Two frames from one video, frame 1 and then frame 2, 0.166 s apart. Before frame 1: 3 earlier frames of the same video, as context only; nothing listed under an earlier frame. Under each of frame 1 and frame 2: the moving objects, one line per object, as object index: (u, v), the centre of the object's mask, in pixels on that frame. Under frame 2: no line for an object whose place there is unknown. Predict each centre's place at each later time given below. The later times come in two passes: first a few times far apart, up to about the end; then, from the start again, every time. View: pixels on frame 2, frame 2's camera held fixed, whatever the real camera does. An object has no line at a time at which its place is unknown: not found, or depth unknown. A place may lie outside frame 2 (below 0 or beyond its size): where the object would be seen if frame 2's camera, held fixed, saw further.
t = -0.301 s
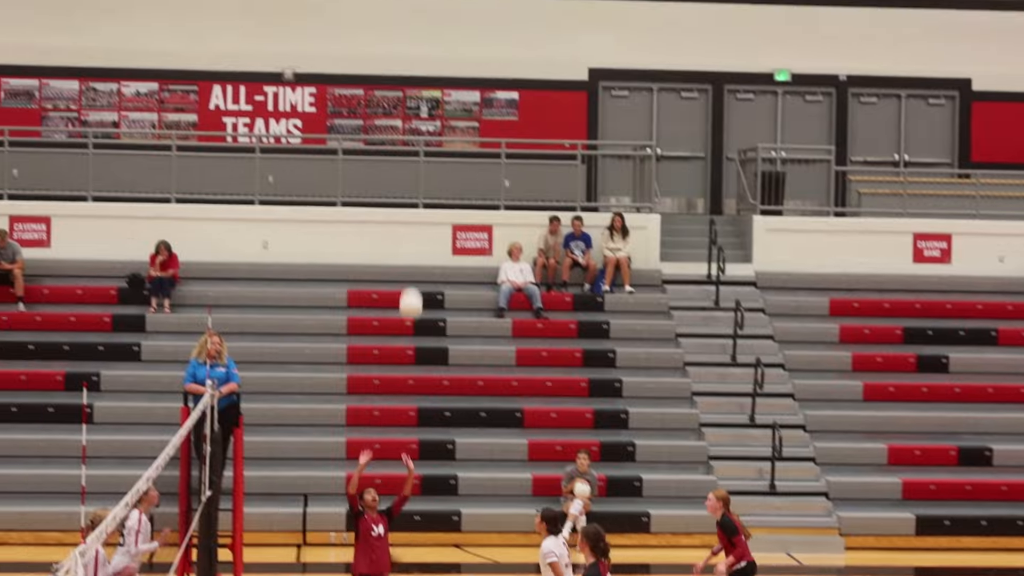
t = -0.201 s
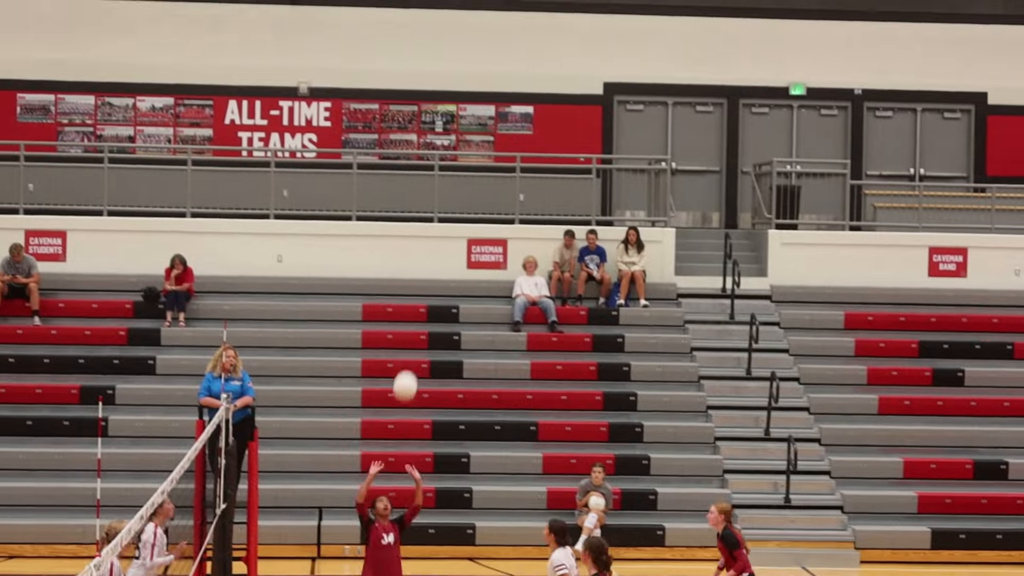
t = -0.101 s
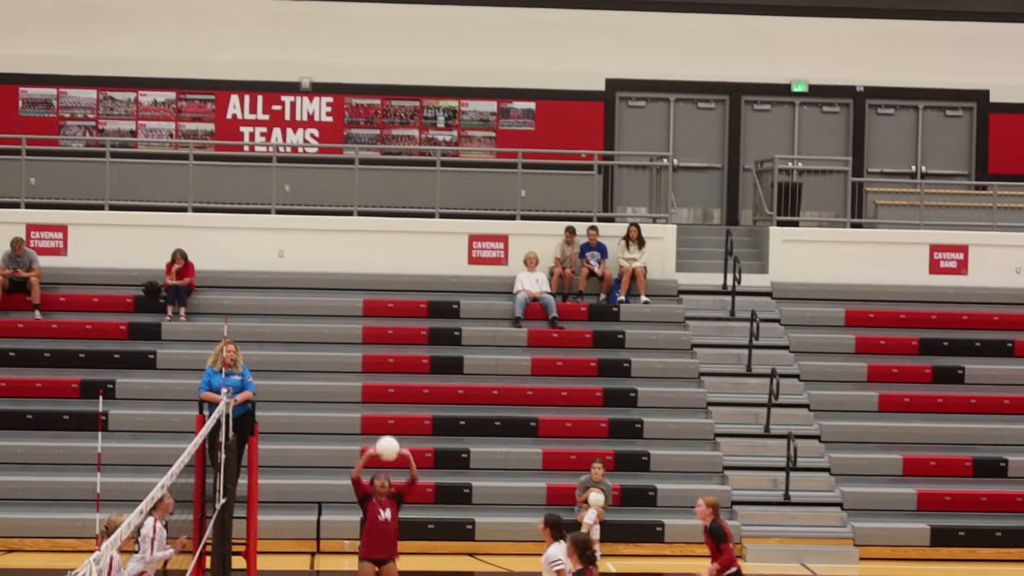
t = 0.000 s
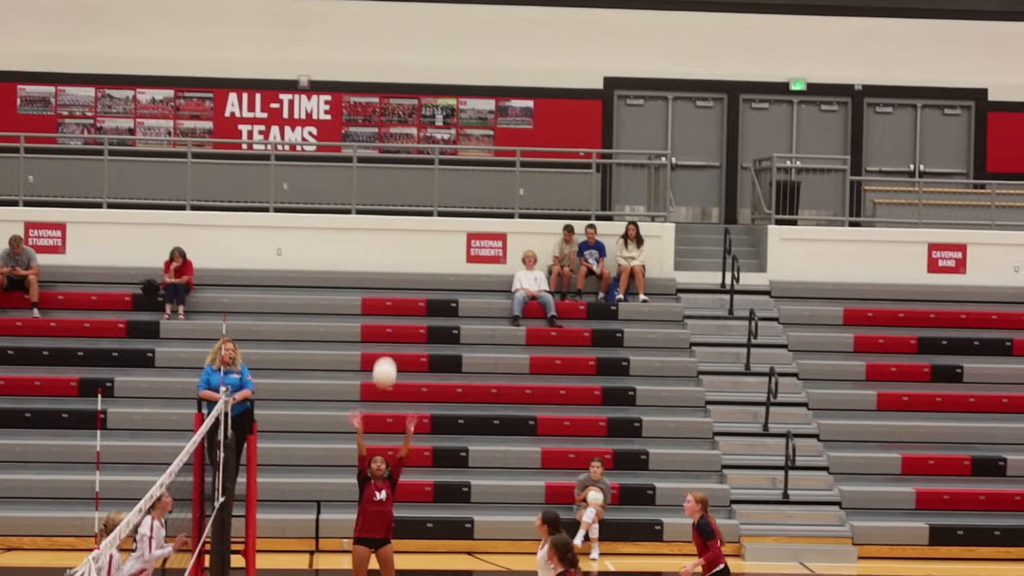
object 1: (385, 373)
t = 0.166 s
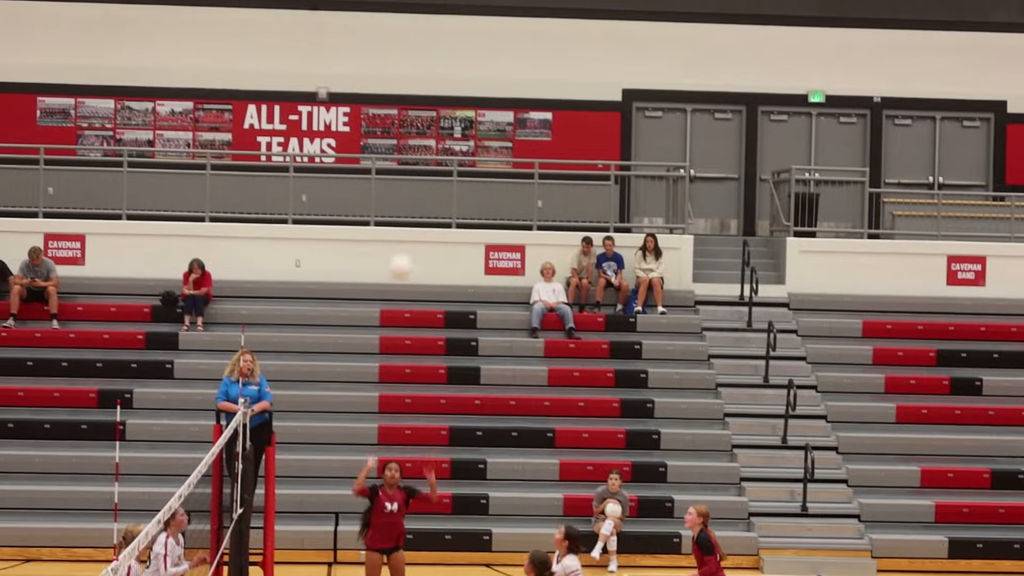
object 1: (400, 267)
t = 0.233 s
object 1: (400, 228)
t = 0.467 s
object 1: (397, 134)
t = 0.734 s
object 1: (390, 100)
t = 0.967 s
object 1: (384, 143)
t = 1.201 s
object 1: (376, 259)
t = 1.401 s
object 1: (367, 421)
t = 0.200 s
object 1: (400, 248)
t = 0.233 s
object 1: (400, 228)
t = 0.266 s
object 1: (400, 212)
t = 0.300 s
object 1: (399, 197)
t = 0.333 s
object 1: (398, 182)
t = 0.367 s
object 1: (398, 168)
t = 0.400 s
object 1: (397, 155)
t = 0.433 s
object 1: (397, 144)
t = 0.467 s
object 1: (397, 134)
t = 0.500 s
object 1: (396, 125)
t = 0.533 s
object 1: (395, 117)
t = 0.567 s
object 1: (395, 111)
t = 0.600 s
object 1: (394, 106)
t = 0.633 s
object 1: (393, 103)
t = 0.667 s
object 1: (392, 101)
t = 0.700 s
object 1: (391, 100)
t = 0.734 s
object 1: (390, 100)
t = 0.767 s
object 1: (389, 102)
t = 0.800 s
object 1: (388, 105)
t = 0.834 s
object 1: (387, 110)
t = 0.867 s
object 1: (386, 115)
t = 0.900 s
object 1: (385, 123)
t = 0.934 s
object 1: (384, 131)
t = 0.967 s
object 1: (384, 143)
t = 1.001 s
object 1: (380, 154)
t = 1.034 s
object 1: (379, 168)
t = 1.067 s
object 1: (378, 183)
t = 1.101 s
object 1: (379, 200)
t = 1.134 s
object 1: (376, 216)
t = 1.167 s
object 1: (375, 236)
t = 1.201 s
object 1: (376, 259)
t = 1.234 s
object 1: (374, 283)
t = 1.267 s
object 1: (372, 307)
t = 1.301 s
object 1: (370, 333)
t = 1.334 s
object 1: (369, 361)
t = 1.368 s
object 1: (368, 391)
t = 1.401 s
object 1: (367, 421)
